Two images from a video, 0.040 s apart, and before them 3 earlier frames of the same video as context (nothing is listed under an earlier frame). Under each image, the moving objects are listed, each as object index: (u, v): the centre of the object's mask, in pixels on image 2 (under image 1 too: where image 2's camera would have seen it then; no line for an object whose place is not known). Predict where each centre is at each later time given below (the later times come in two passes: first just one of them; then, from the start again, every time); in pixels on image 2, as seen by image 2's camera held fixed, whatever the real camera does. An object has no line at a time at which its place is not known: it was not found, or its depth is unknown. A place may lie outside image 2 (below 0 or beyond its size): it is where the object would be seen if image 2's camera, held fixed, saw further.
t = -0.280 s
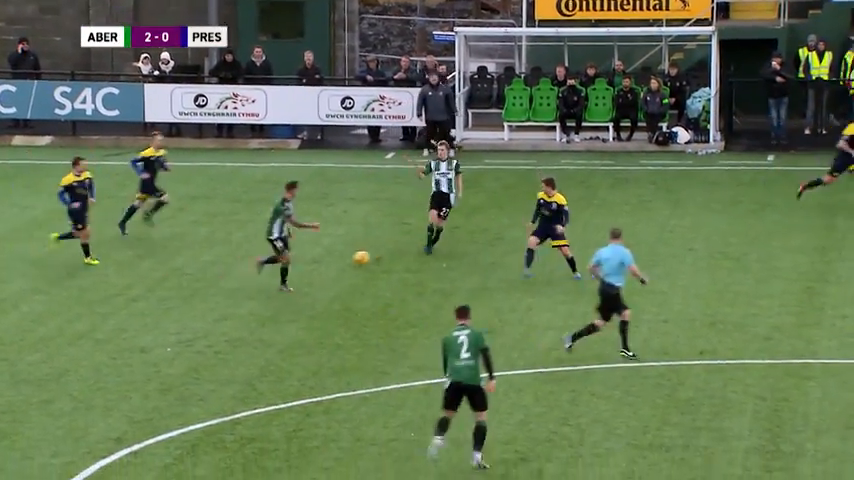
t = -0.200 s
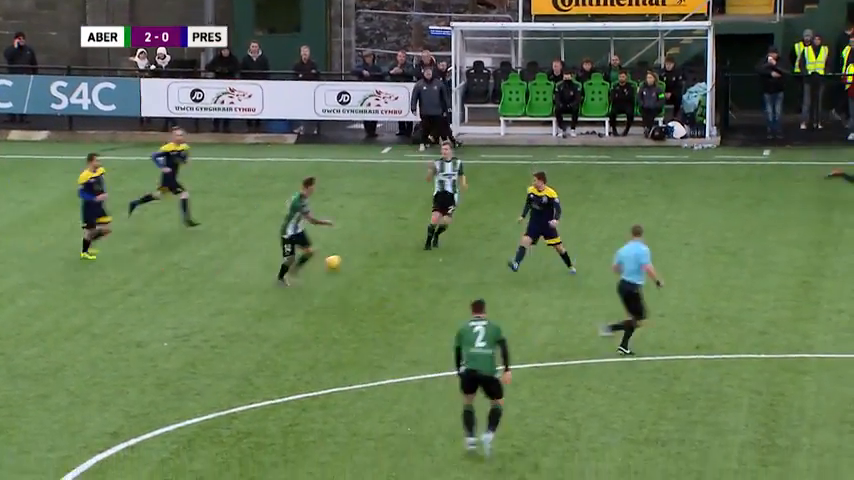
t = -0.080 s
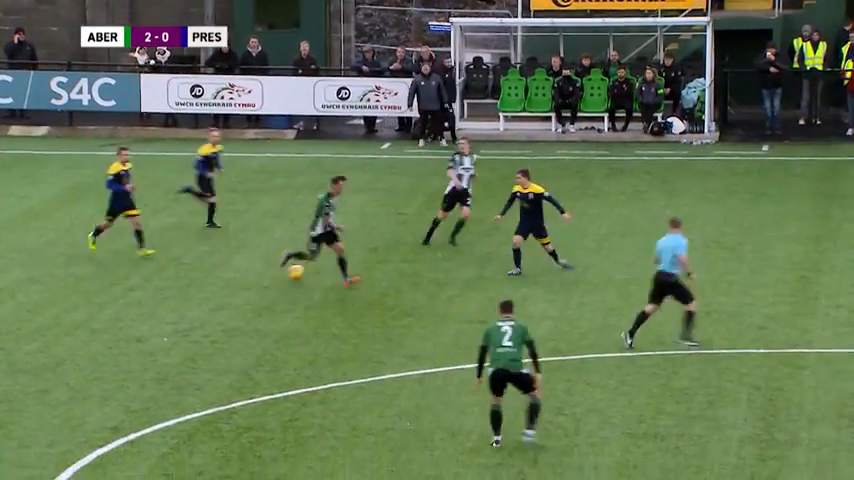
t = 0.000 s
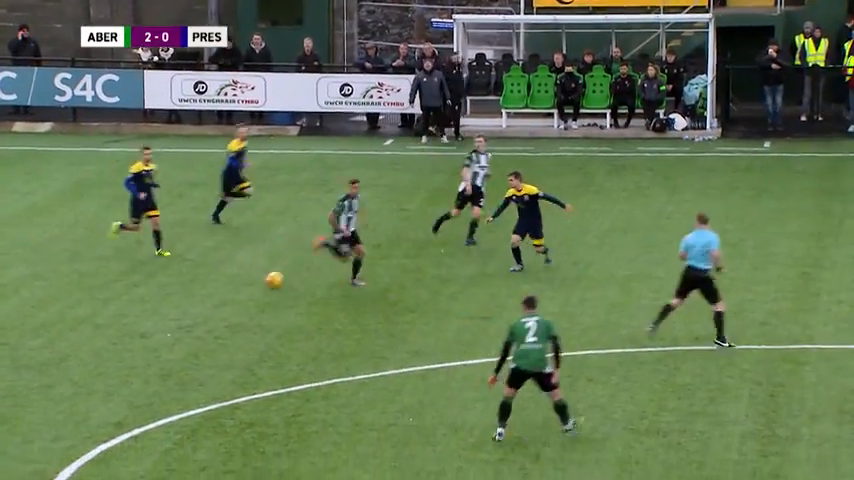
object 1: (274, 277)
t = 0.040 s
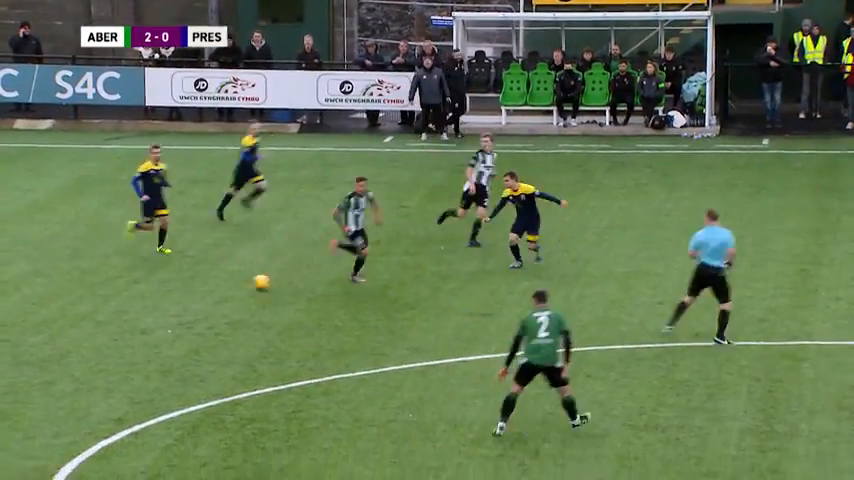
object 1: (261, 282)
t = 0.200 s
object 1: (211, 301)
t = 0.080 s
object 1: (249, 284)
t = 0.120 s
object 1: (236, 289)
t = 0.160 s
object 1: (223, 294)
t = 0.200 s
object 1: (211, 301)
